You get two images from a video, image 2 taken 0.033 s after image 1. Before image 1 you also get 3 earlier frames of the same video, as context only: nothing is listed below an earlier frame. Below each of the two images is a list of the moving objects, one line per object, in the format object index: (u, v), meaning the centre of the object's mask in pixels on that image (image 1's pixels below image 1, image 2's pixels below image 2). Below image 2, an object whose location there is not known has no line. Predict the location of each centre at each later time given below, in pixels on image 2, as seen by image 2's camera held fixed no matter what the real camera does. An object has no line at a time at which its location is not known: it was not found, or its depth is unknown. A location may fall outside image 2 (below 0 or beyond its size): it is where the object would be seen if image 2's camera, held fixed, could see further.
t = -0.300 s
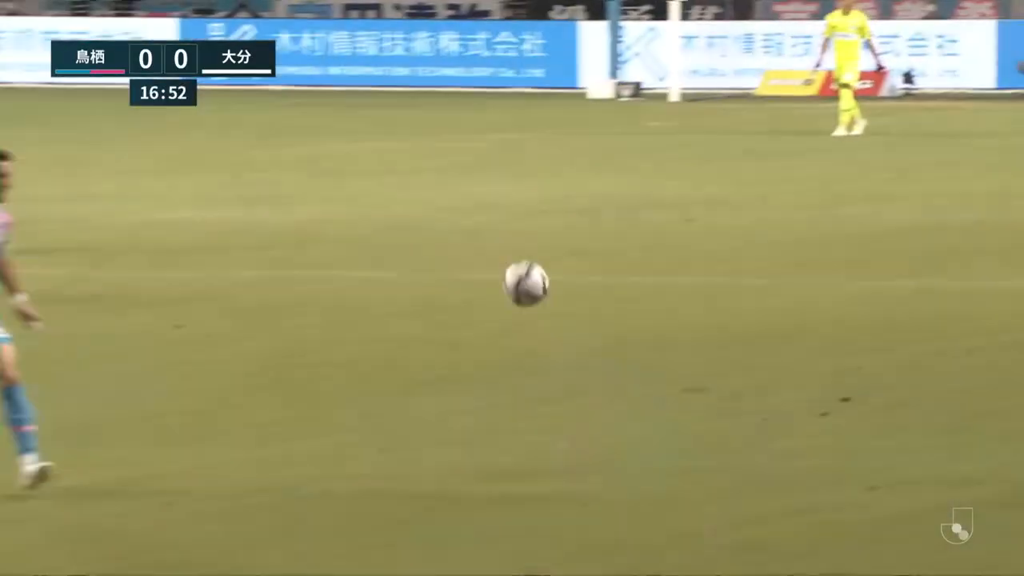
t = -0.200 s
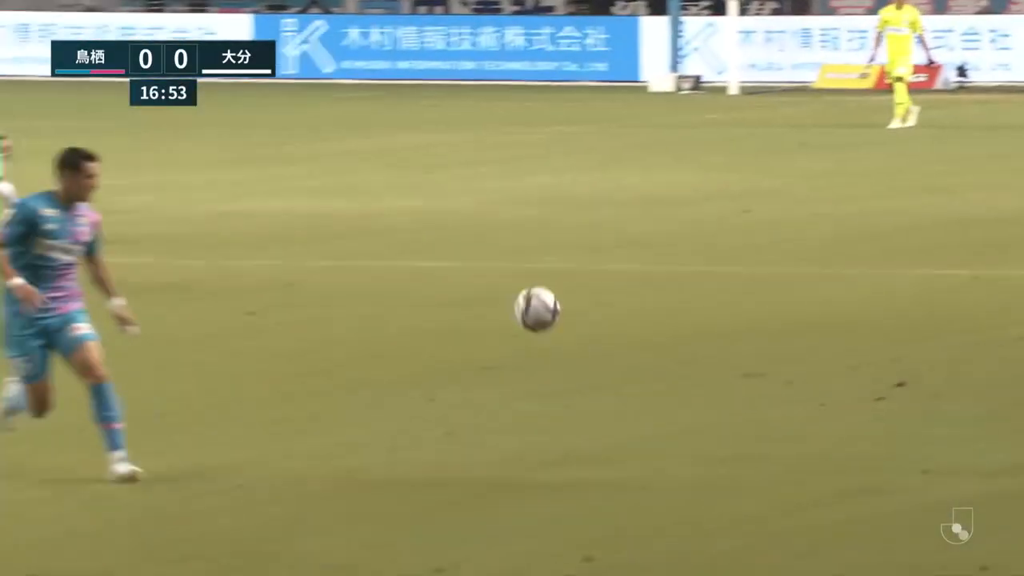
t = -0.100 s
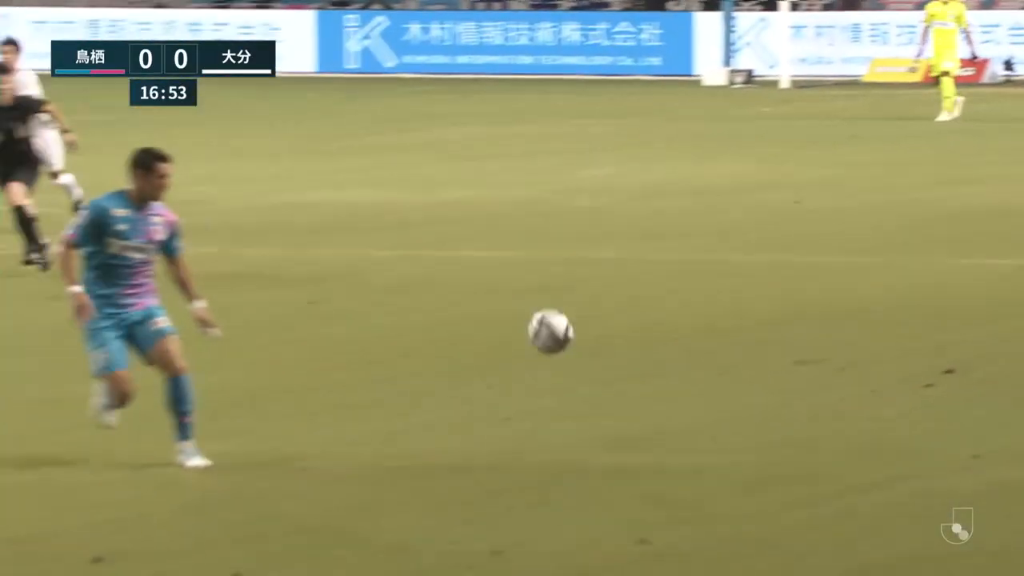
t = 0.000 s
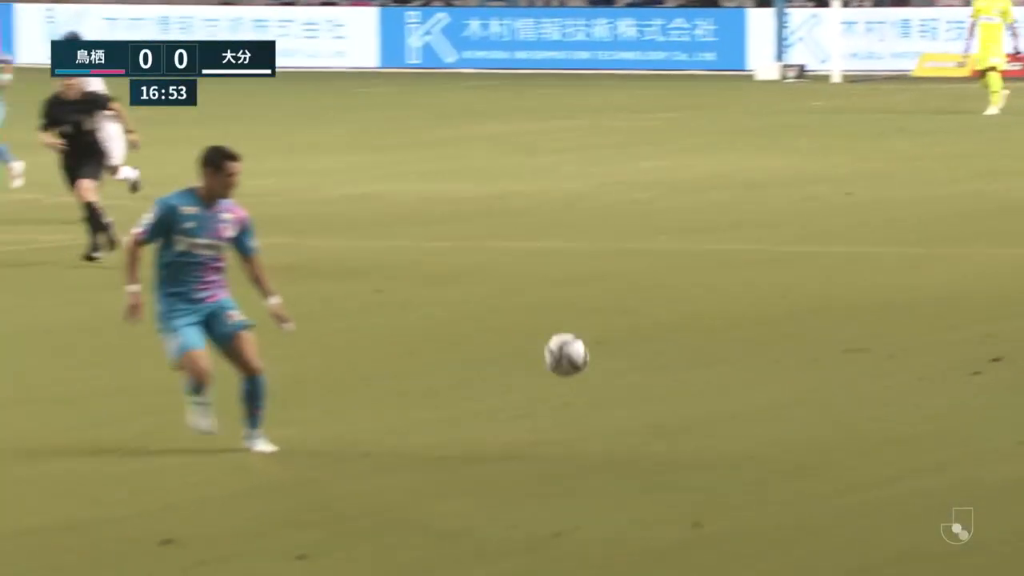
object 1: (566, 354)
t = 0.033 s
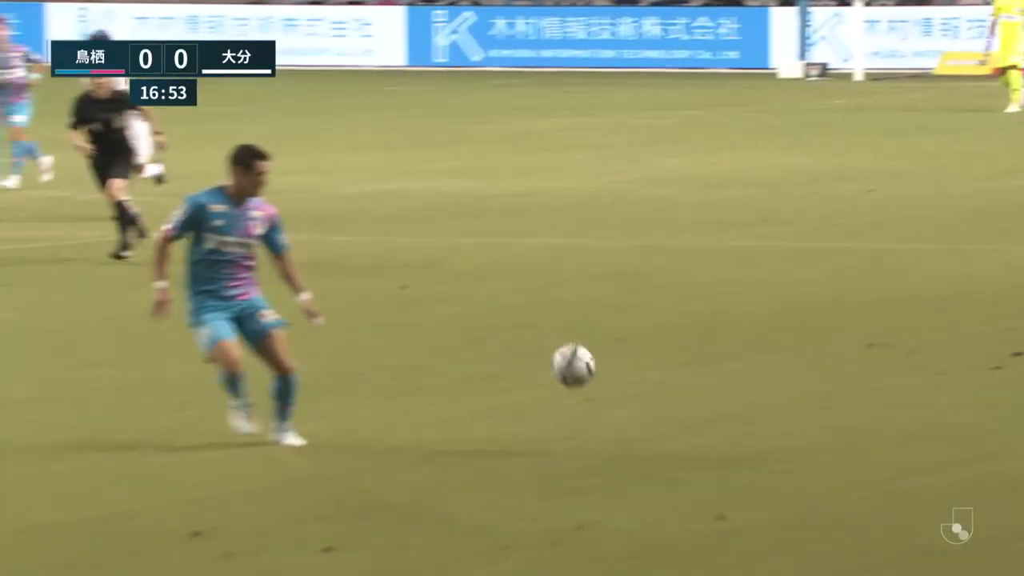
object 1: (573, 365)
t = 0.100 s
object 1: (550, 387)
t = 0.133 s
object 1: (537, 401)
